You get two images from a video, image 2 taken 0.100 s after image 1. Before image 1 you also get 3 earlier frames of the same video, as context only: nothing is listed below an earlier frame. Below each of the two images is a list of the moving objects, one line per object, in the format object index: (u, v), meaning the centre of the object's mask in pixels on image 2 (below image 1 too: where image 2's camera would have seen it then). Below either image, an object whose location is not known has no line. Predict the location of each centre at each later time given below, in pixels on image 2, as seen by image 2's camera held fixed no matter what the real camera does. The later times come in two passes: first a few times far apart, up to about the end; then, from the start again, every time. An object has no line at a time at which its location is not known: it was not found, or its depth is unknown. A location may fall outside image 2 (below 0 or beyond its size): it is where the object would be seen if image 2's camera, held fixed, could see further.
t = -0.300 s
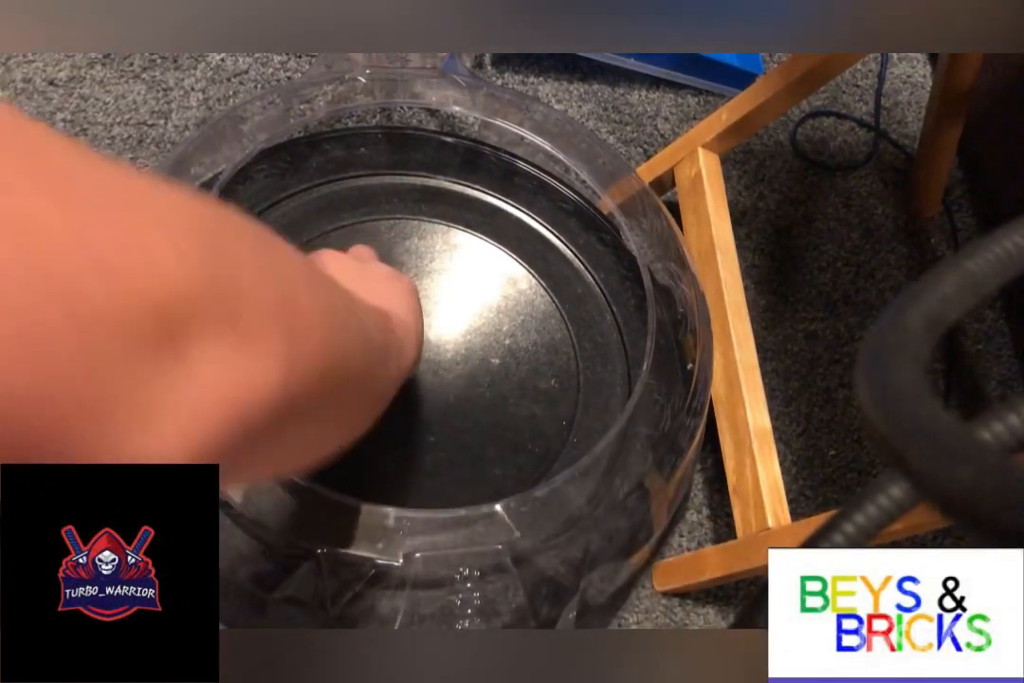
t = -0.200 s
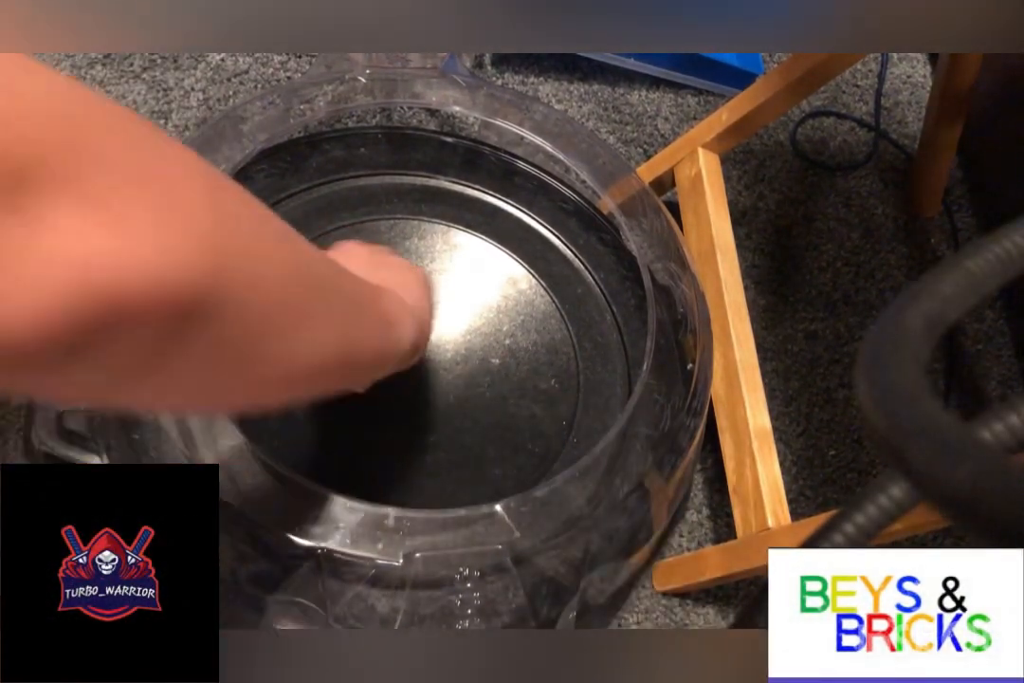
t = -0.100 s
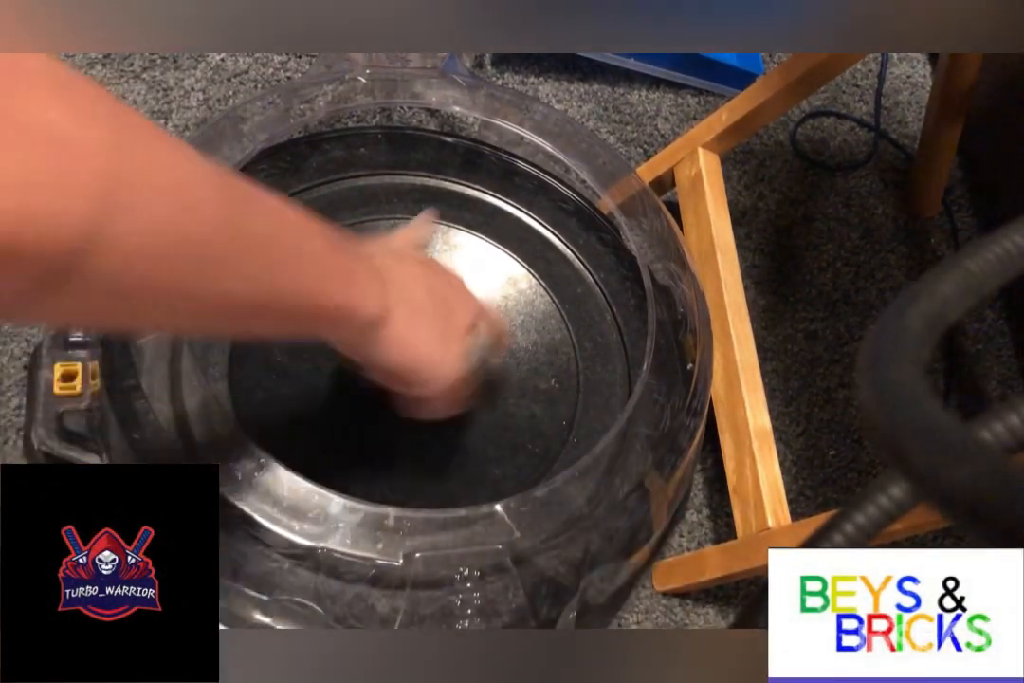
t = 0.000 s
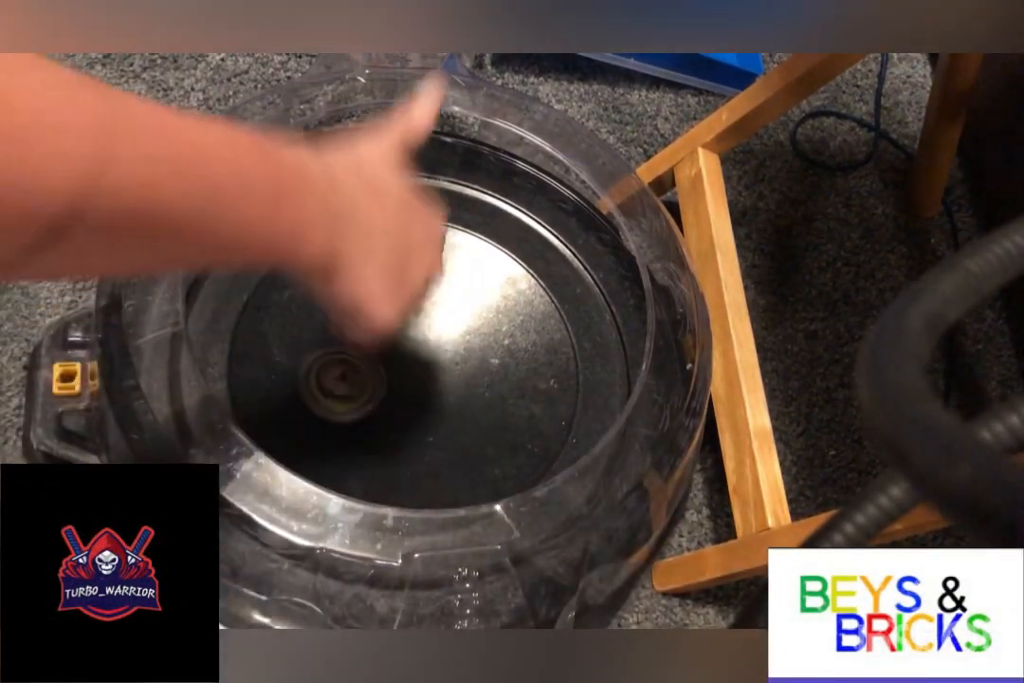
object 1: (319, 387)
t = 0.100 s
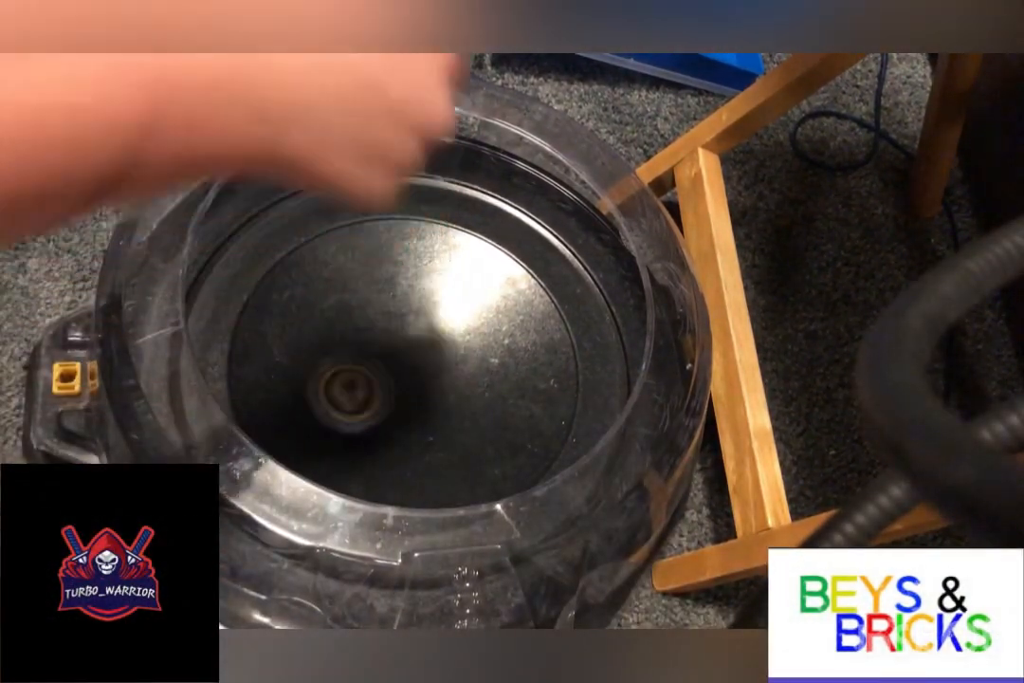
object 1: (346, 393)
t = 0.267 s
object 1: (390, 382)
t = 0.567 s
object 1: (439, 335)
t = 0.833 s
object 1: (426, 321)
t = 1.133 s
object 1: (403, 381)
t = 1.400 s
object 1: (418, 407)
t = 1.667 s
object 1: (400, 363)
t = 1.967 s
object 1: (366, 336)
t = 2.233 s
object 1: (395, 358)
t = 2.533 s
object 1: (450, 357)
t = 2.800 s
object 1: (429, 356)
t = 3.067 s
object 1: (390, 378)
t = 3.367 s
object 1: (388, 384)
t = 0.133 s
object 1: (355, 393)
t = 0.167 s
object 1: (364, 389)
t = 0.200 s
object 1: (369, 388)
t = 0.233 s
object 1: (378, 384)
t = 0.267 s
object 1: (390, 382)
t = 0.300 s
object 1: (393, 375)
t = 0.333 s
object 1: (404, 372)
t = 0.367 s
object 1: (406, 366)
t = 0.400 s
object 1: (412, 361)
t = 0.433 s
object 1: (418, 356)
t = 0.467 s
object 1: (427, 351)
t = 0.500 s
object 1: (429, 347)
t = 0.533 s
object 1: (436, 340)
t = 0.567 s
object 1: (439, 335)
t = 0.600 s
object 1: (442, 330)
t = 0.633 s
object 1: (444, 325)
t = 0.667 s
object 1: (444, 319)
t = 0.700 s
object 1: (442, 316)
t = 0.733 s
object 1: (439, 314)
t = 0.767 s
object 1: (436, 315)
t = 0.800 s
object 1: (430, 317)
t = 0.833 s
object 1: (426, 321)
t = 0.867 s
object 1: (420, 327)
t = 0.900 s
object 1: (417, 332)
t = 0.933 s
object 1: (413, 341)
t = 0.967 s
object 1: (408, 348)
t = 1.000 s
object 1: (408, 353)
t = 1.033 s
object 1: (407, 362)
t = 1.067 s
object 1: (404, 368)
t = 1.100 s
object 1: (406, 376)
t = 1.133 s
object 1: (403, 381)
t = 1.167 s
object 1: (404, 387)
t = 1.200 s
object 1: (409, 394)
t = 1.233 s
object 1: (407, 398)
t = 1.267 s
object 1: (412, 404)
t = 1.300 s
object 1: (411, 407)
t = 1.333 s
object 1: (412, 408)
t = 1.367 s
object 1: (416, 408)
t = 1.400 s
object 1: (418, 407)
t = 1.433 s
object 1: (417, 403)
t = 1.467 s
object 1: (420, 399)
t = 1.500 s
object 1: (419, 394)
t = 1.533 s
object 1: (421, 386)
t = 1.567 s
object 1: (417, 382)
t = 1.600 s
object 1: (410, 374)
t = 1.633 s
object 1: (396, 381)
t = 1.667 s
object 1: (400, 363)
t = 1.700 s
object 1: (399, 357)
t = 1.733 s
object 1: (392, 353)
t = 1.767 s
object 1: (389, 347)
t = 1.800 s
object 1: (386, 344)
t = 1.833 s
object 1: (381, 341)
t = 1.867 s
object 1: (376, 337)
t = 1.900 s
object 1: (372, 336)
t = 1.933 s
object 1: (364, 335)
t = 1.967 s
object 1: (366, 336)
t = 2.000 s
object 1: (365, 338)
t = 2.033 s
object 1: (366, 340)
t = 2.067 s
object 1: (366, 343)
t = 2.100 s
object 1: (368, 346)
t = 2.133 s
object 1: (376, 350)
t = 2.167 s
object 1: (381, 351)
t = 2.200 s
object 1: (390, 355)
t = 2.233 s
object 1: (395, 358)
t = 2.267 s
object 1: (399, 358)
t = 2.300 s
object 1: (411, 361)
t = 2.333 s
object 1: (416, 361)
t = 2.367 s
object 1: (424, 362)
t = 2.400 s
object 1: (430, 363)
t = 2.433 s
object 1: (435, 361)
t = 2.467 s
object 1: (442, 361)
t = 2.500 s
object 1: (445, 359)
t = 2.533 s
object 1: (450, 357)
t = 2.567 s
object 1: (451, 356)
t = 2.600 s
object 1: (454, 354)
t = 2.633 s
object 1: (453, 353)
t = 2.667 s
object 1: (450, 351)
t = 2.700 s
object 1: (449, 351)
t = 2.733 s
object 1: (443, 351)
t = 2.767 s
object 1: (439, 351)
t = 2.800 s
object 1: (429, 356)
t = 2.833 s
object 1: (422, 357)
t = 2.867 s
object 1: (418, 359)
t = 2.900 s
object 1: (412, 362)
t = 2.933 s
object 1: (388, 370)
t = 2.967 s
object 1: (403, 367)
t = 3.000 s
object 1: (397, 371)
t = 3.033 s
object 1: (391, 373)
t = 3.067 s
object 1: (390, 378)
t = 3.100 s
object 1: (385, 382)
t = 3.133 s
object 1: (385, 383)
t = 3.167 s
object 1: (385, 386)
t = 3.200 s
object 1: (382, 386)
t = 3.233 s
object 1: (386, 390)
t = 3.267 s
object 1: (382, 388)
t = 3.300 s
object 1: (384, 388)
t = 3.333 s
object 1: (384, 389)
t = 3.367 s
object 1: (388, 384)
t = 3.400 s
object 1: (394, 384)
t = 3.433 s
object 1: (390, 379)
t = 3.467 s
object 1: (394, 371)
